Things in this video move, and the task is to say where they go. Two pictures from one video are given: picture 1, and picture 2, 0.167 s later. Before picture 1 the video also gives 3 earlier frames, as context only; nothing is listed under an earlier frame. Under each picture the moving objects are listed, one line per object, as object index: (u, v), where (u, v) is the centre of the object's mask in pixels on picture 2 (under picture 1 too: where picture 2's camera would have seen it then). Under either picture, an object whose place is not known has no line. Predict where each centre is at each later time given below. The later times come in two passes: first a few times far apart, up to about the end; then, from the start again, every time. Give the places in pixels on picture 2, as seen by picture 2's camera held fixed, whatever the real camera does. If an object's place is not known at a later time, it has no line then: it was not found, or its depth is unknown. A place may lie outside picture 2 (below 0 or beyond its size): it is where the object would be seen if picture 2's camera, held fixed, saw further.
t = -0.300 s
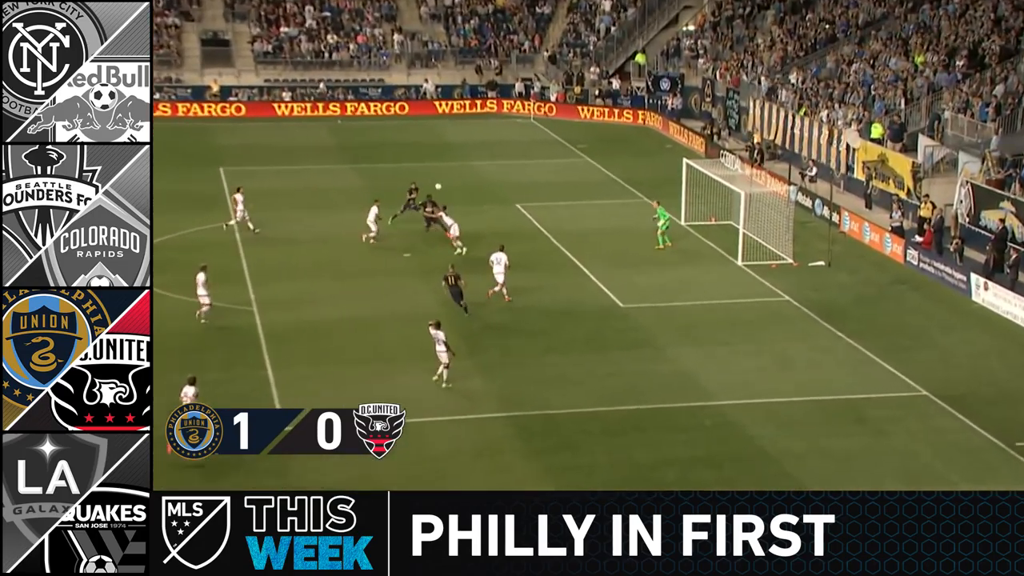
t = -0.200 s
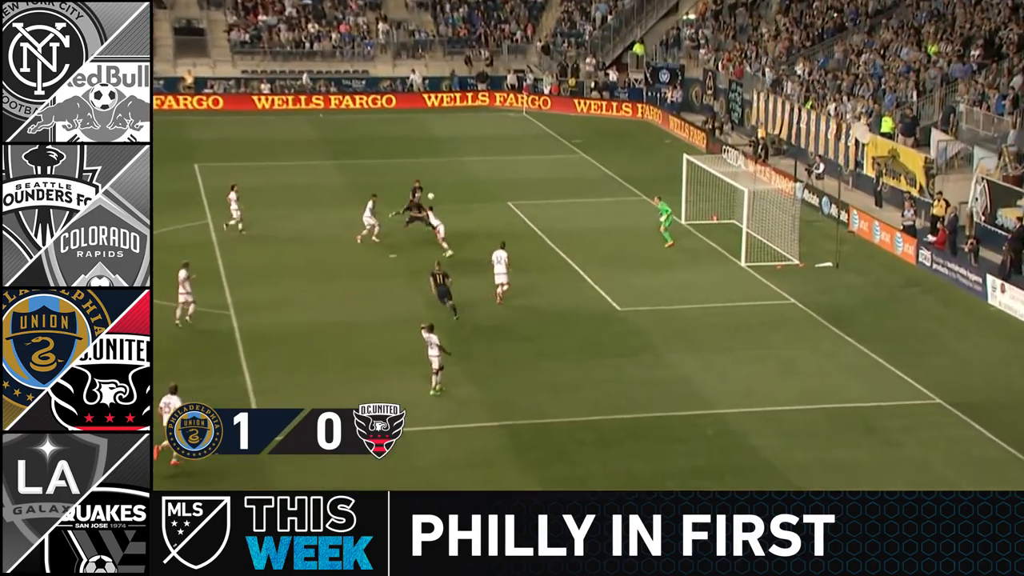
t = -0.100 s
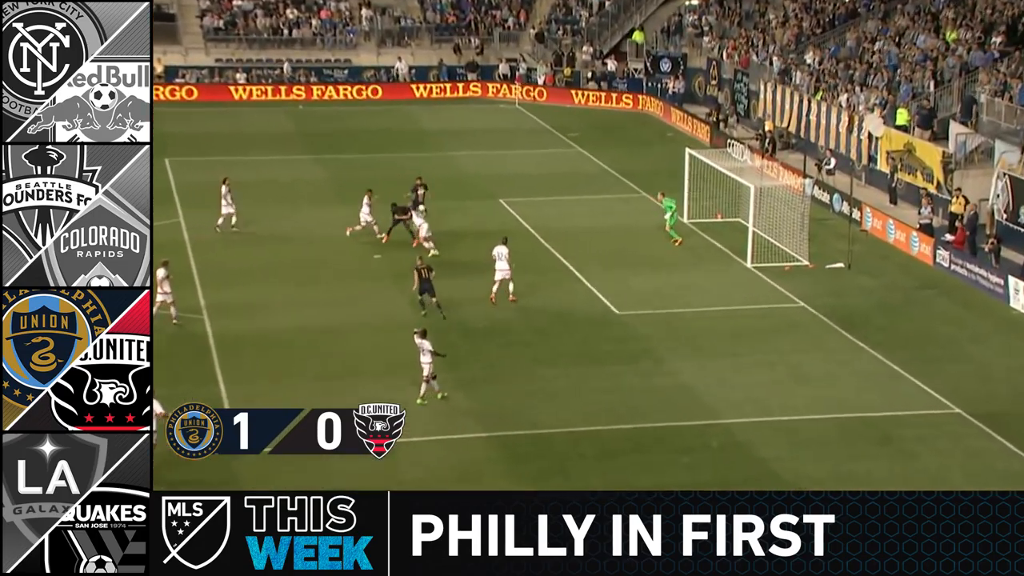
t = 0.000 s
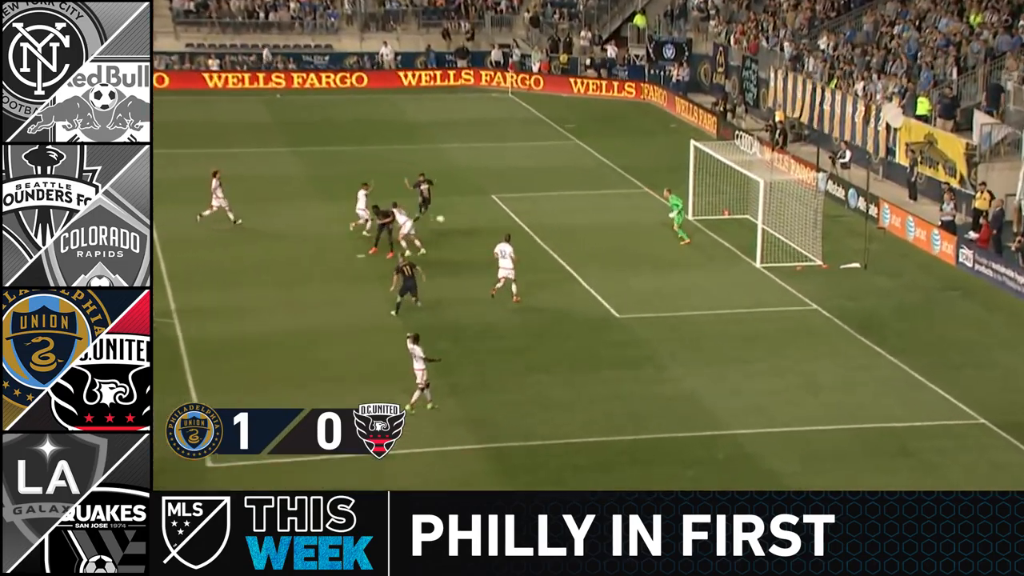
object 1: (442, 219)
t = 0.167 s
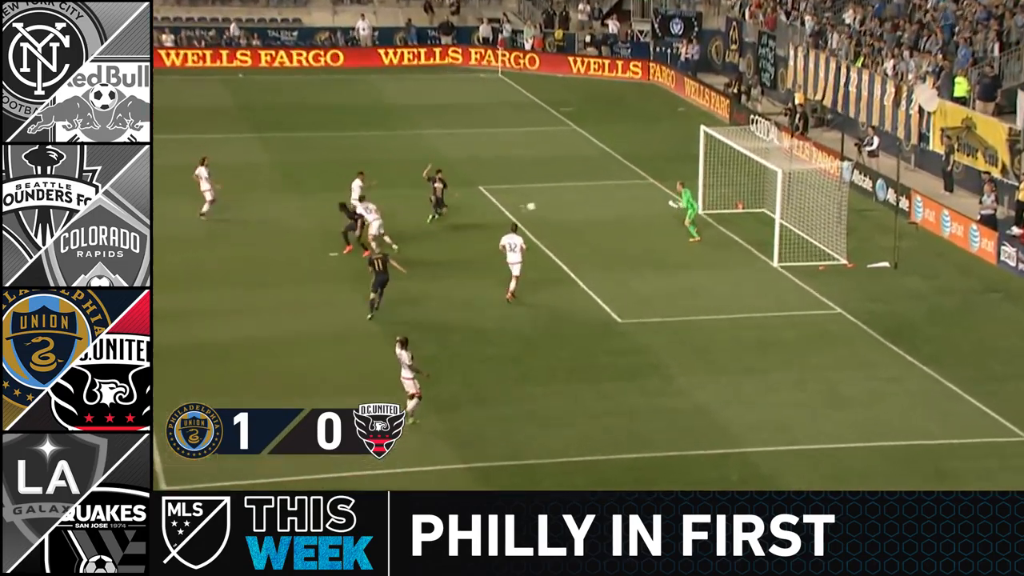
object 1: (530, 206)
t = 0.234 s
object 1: (571, 198)
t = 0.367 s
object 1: (650, 185)
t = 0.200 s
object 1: (552, 201)
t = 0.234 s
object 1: (571, 198)
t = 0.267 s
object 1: (590, 194)
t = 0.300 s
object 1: (609, 191)
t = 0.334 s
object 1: (629, 188)
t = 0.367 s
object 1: (650, 185)
